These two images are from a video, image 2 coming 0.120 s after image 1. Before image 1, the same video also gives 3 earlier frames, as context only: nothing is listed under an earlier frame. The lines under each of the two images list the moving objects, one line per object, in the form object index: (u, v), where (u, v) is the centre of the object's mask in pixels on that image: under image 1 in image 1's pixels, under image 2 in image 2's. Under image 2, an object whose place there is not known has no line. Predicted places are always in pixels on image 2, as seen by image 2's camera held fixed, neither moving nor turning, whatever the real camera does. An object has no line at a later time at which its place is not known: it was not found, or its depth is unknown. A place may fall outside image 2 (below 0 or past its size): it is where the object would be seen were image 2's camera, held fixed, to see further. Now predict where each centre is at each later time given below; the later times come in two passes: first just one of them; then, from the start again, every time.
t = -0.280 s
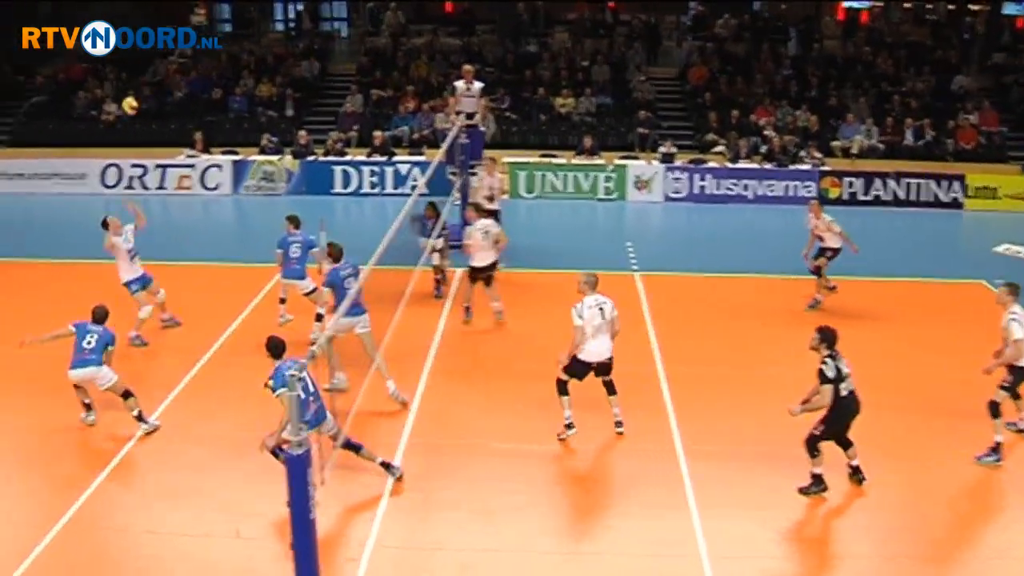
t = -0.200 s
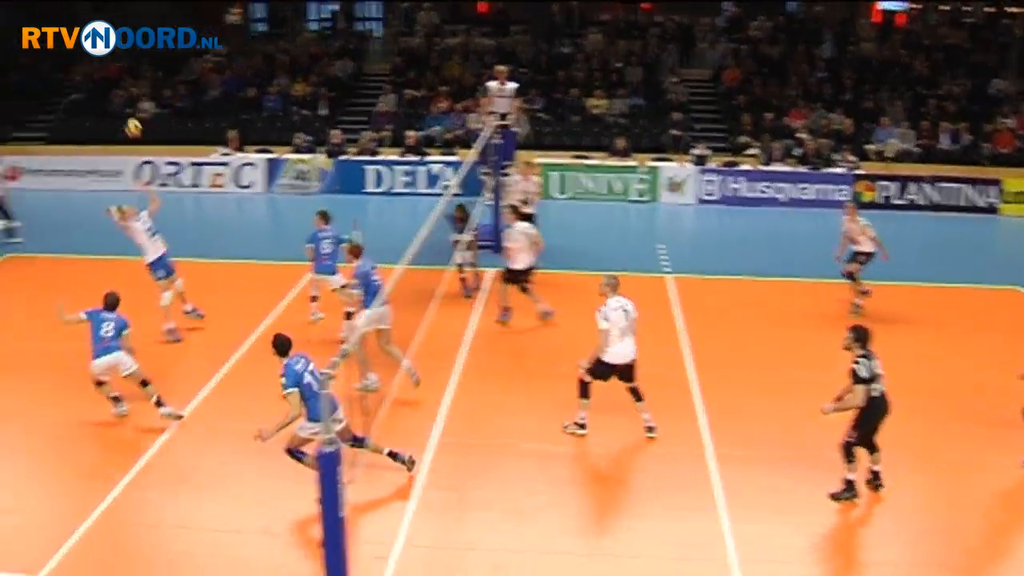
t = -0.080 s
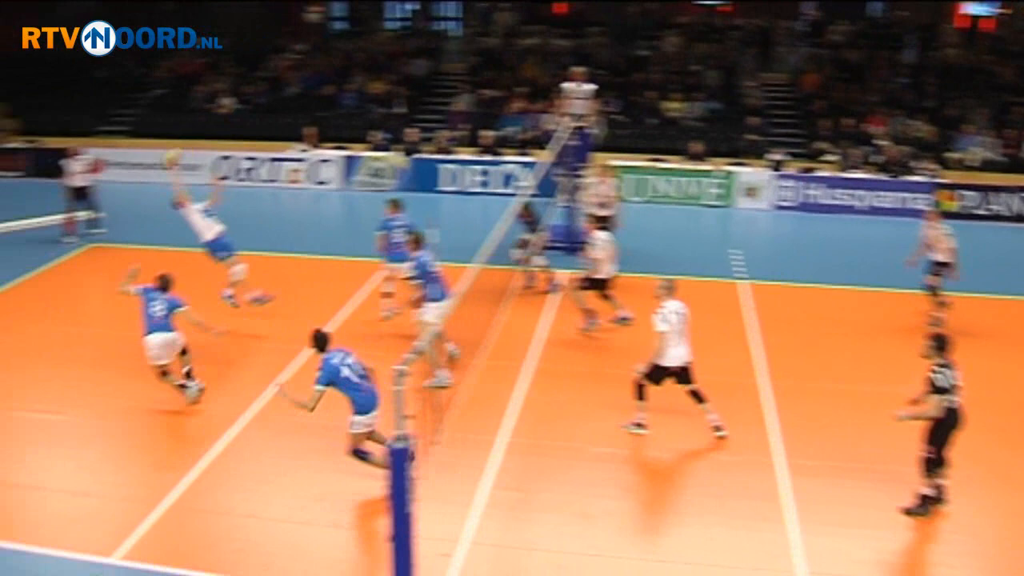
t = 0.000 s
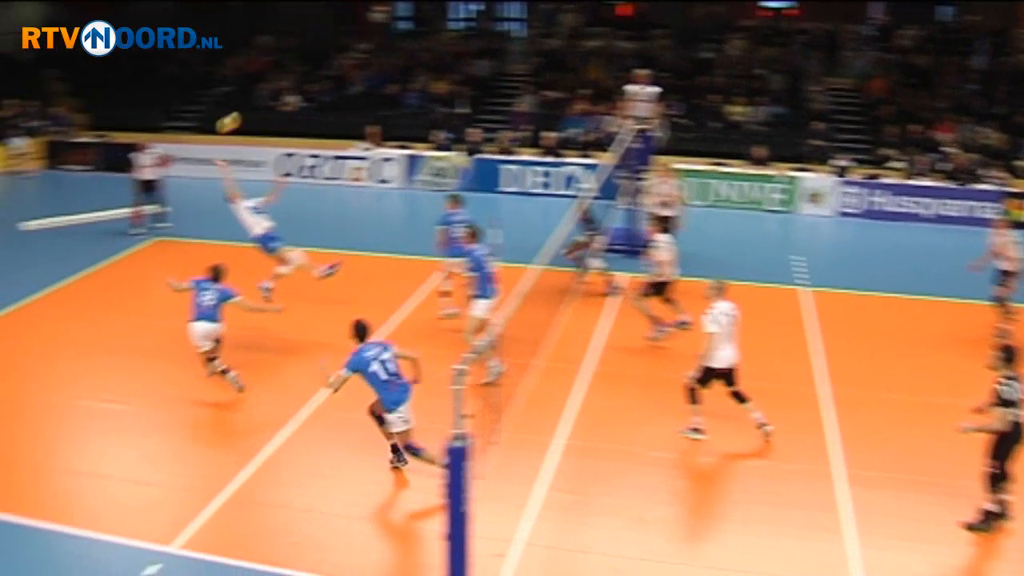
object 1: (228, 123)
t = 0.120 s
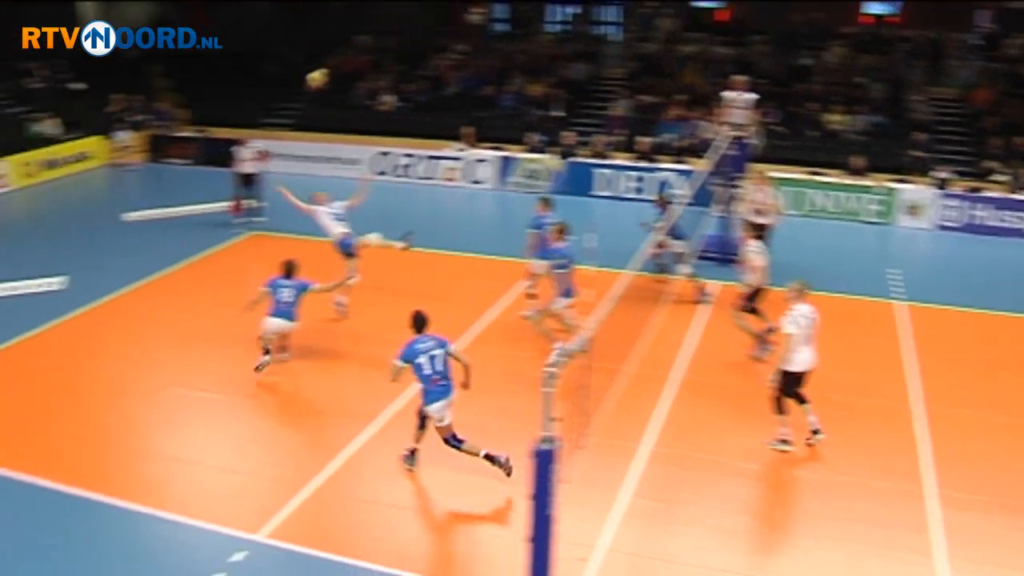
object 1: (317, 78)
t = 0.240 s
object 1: (316, 47)
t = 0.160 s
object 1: (316, 66)
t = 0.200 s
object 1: (316, 57)
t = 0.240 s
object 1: (316, 47)
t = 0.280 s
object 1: (314, 38)
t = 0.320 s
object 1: (312, 31)
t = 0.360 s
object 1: (310, 24)
